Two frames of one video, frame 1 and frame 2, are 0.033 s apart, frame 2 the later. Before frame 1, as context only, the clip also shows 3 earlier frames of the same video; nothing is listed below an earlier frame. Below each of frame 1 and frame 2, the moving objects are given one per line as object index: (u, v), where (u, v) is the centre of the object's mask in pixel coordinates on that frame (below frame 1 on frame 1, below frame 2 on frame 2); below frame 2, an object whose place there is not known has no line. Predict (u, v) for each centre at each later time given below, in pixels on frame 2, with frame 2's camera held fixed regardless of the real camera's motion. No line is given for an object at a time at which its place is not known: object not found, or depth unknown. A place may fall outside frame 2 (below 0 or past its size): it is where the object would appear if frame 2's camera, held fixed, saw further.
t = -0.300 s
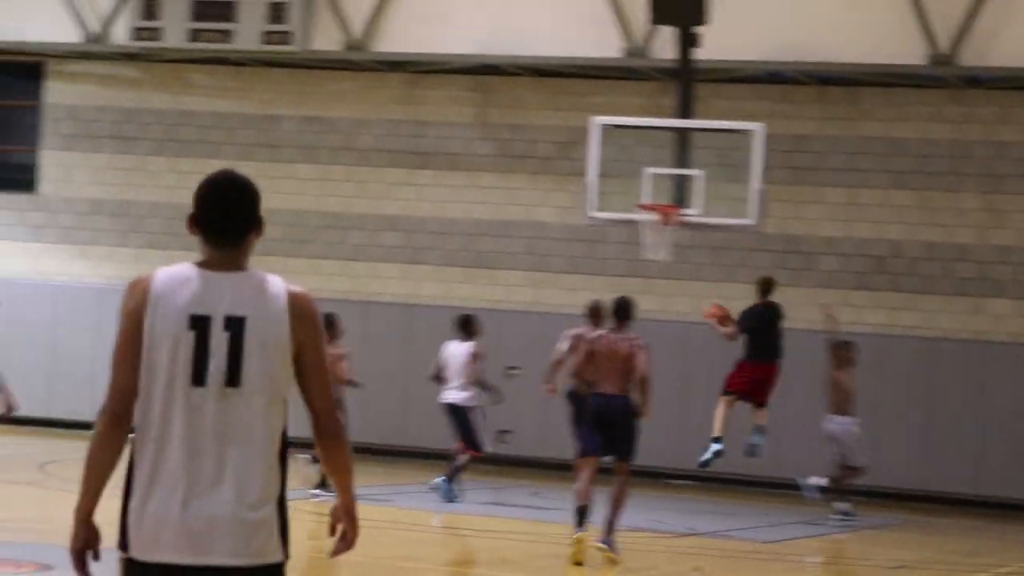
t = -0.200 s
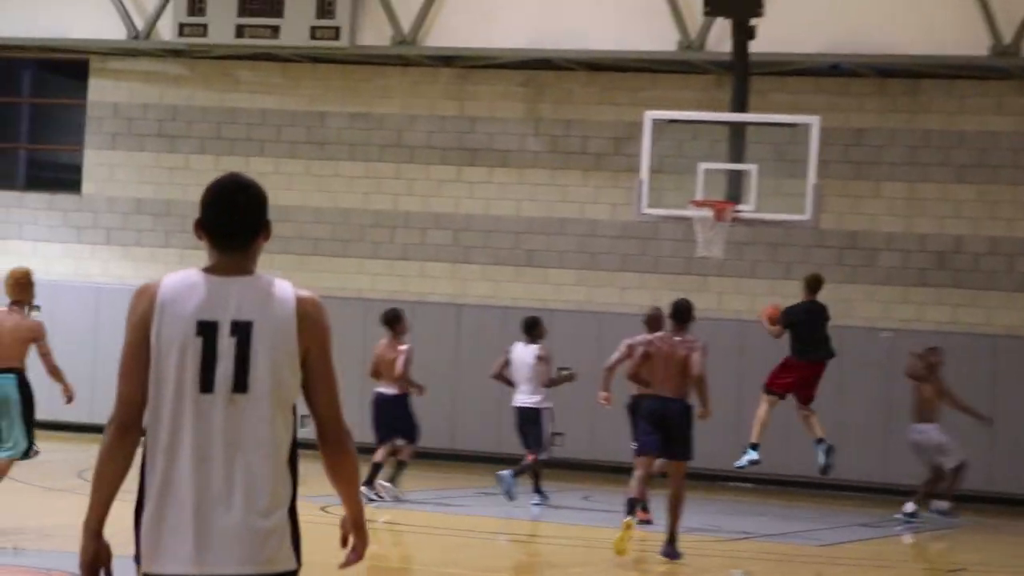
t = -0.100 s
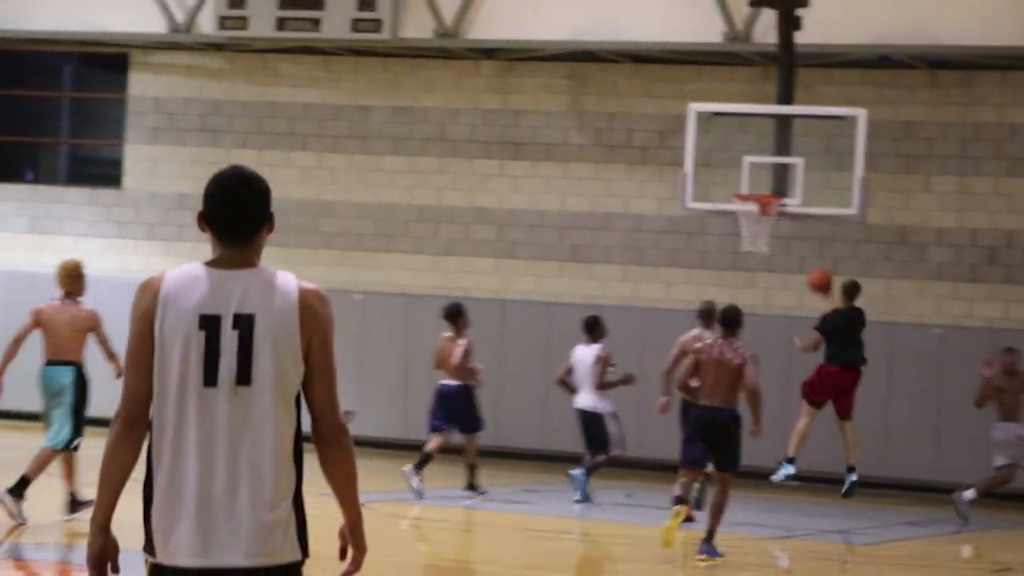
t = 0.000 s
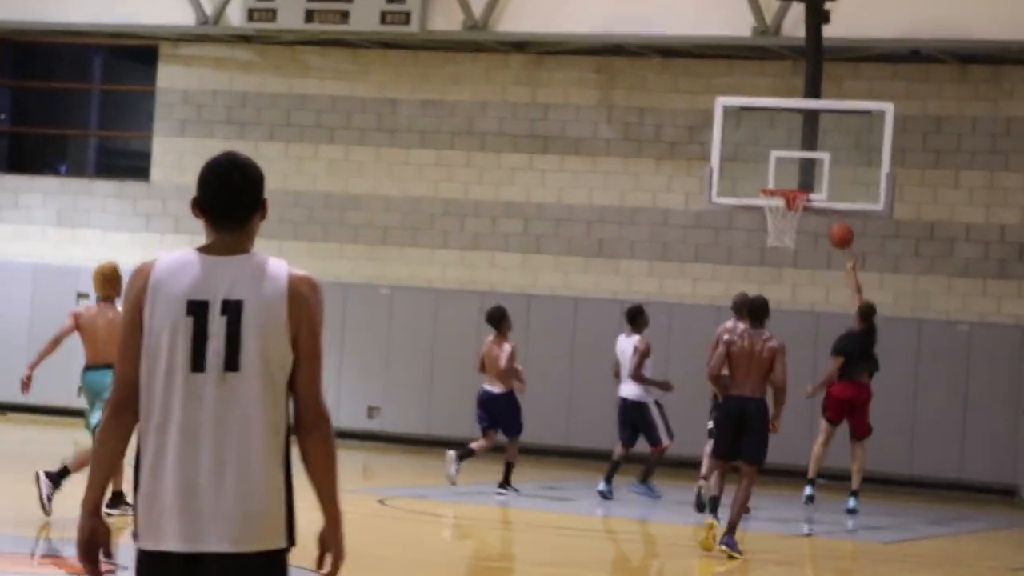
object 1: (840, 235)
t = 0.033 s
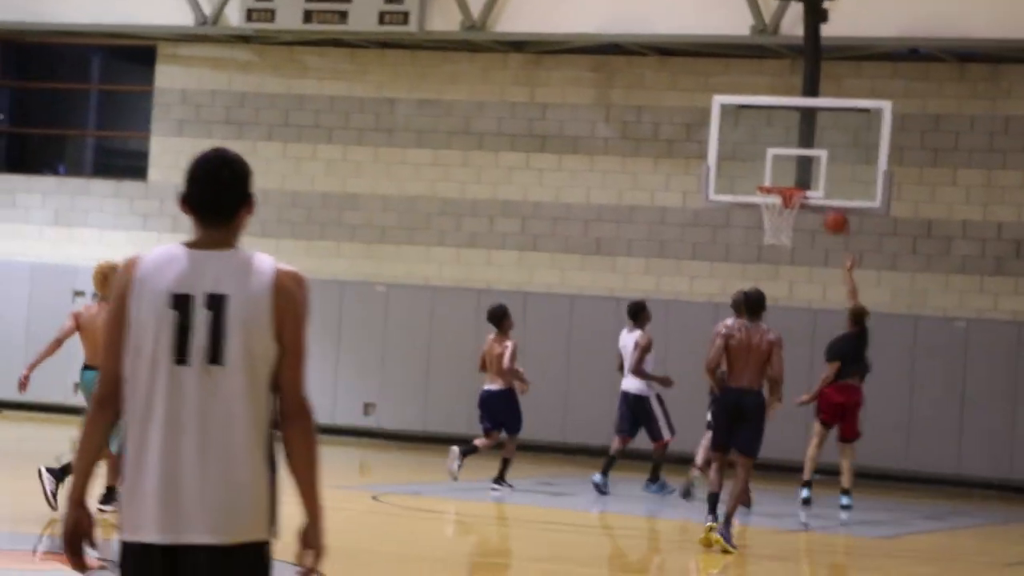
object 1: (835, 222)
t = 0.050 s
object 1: (834, 216)
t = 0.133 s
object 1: (828, 196)
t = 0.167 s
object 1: (825, 189)
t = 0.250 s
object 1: (818, 178)
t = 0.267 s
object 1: (815, 176)
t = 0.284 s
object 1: (813, 175)
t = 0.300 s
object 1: (810, 172)
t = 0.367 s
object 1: (803, 172)
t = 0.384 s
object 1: (800, 173)
